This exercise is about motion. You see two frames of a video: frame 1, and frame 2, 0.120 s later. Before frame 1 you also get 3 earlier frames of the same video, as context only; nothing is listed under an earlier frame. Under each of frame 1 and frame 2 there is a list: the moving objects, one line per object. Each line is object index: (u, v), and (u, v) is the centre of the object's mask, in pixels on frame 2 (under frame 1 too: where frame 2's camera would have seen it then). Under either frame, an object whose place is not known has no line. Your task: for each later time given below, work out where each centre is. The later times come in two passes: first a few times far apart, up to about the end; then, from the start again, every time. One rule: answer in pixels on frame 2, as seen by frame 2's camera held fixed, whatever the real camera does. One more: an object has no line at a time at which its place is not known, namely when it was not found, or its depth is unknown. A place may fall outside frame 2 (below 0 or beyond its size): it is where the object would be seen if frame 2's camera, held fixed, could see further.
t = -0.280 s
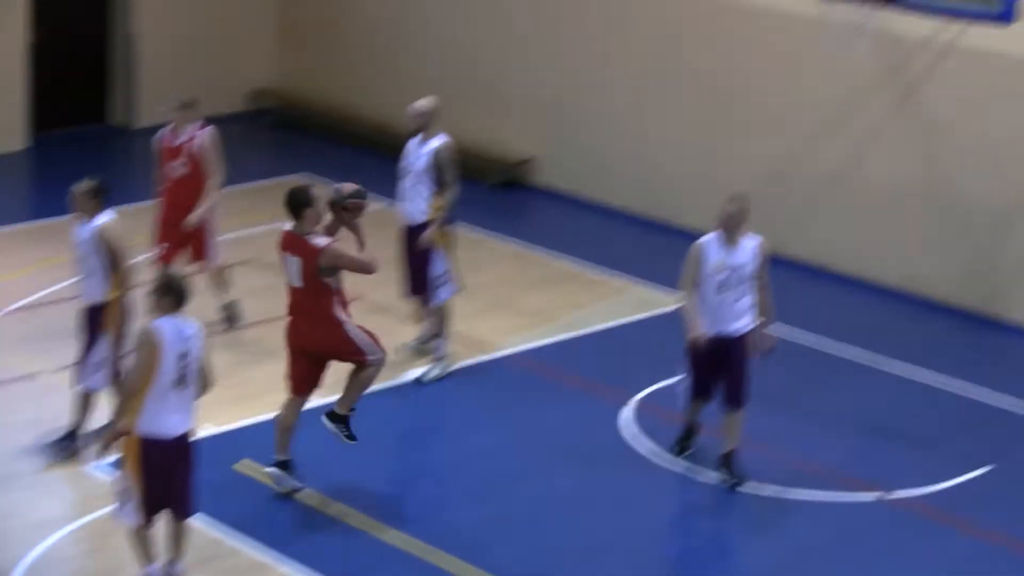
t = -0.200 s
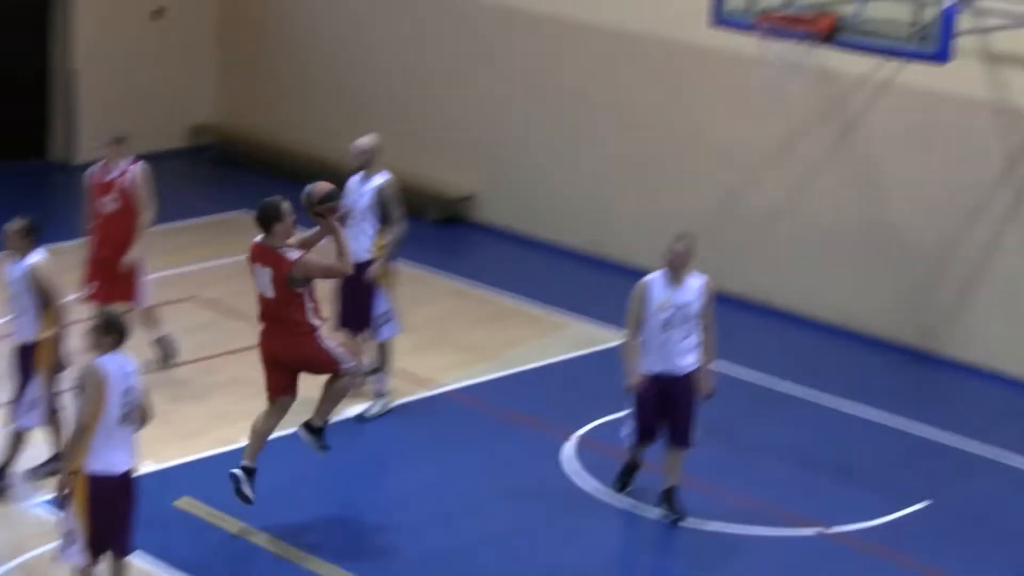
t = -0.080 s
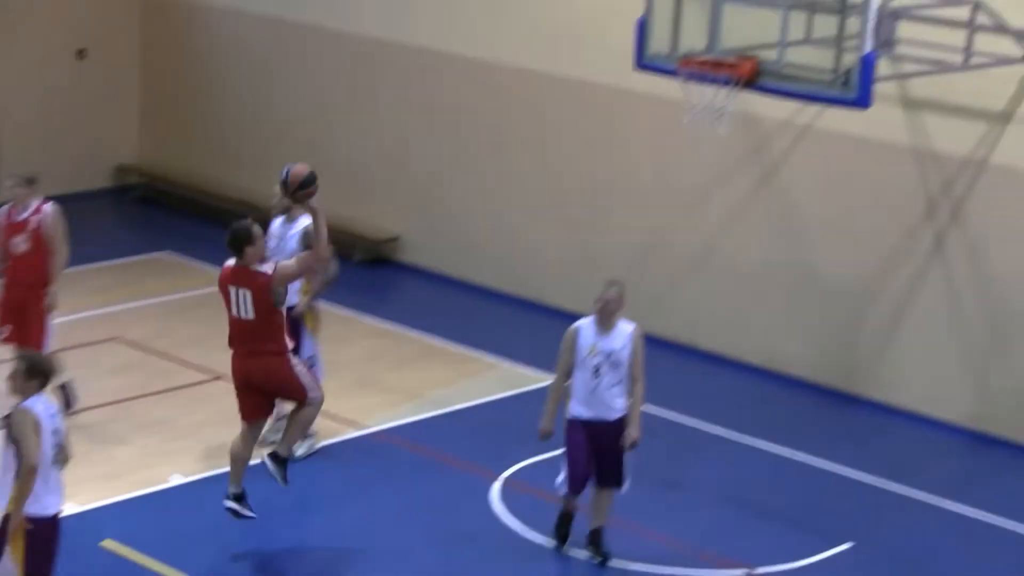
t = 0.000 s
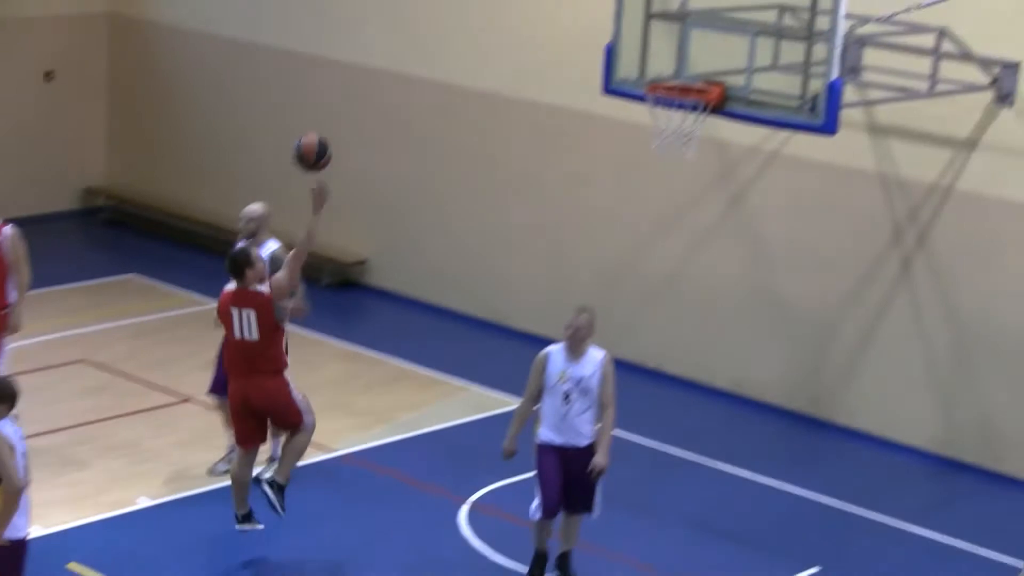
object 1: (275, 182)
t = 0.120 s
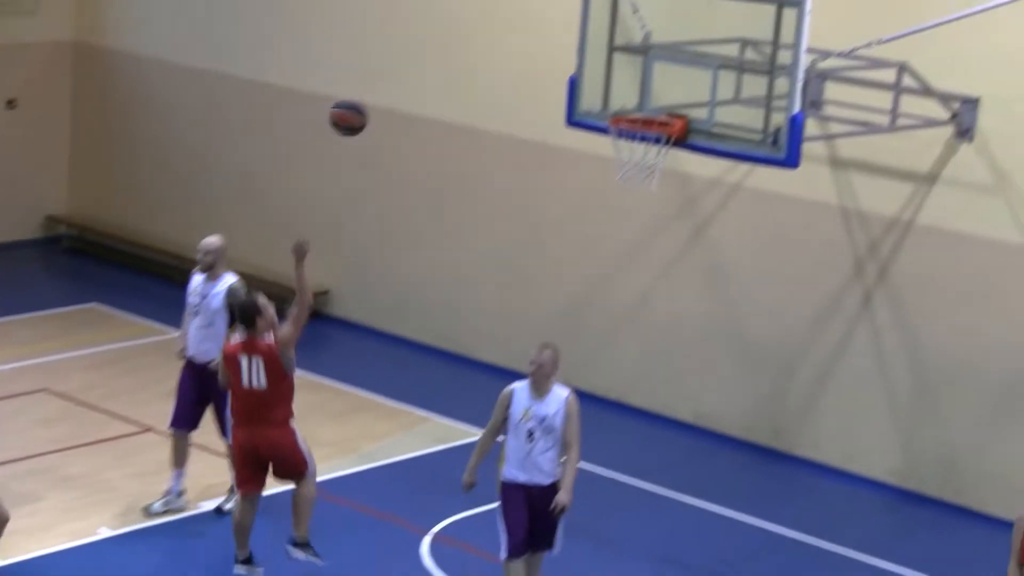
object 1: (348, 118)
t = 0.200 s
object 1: (395, 87)
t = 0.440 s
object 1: (526, 57)
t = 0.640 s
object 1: (624, 99)
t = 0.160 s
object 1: (372, 101)
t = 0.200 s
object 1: (395, 87)
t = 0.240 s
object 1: (418, 75)
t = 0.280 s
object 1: (440, 66)
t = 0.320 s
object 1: (462, 60)
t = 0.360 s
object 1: (484, 57)
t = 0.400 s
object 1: (505, 56)
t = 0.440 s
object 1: (526, 57)
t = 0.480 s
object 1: (546, 60)
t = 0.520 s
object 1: (567, 67)
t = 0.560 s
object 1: (585, 75)
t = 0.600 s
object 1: (605, 86)
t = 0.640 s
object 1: (624, 99)
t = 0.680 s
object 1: (642, 113)
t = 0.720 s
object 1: (659, 133)
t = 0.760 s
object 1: (657, 151)
